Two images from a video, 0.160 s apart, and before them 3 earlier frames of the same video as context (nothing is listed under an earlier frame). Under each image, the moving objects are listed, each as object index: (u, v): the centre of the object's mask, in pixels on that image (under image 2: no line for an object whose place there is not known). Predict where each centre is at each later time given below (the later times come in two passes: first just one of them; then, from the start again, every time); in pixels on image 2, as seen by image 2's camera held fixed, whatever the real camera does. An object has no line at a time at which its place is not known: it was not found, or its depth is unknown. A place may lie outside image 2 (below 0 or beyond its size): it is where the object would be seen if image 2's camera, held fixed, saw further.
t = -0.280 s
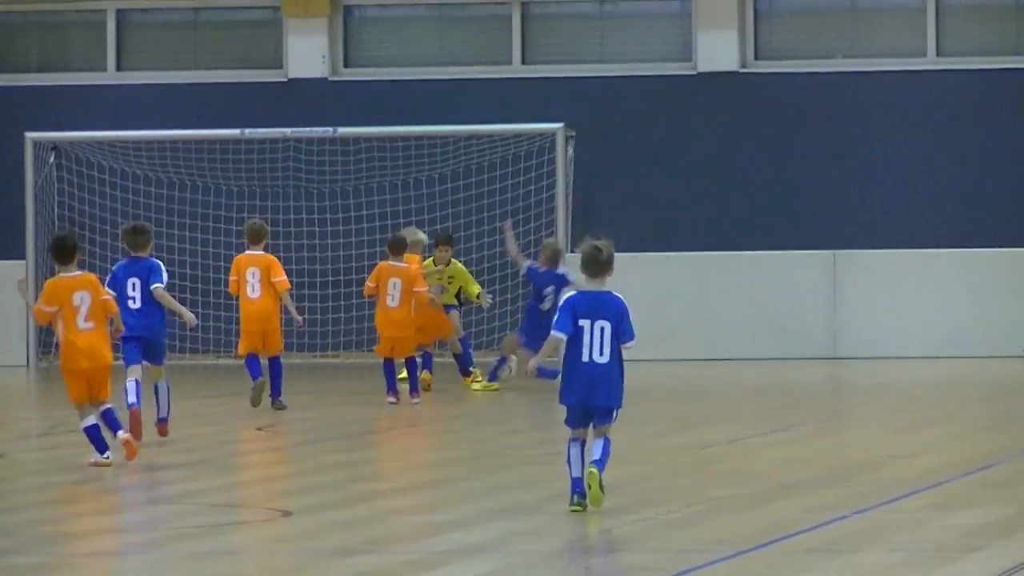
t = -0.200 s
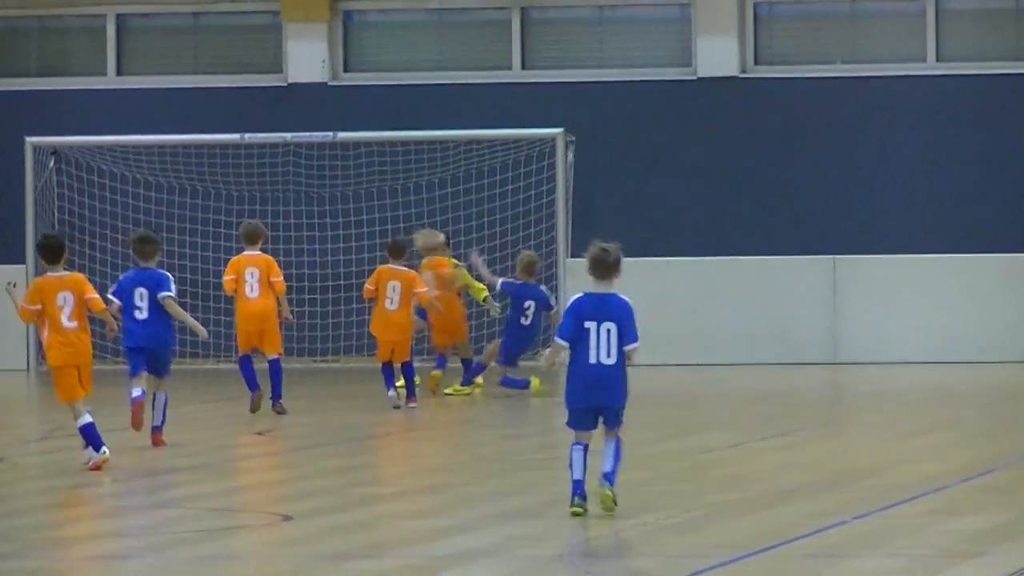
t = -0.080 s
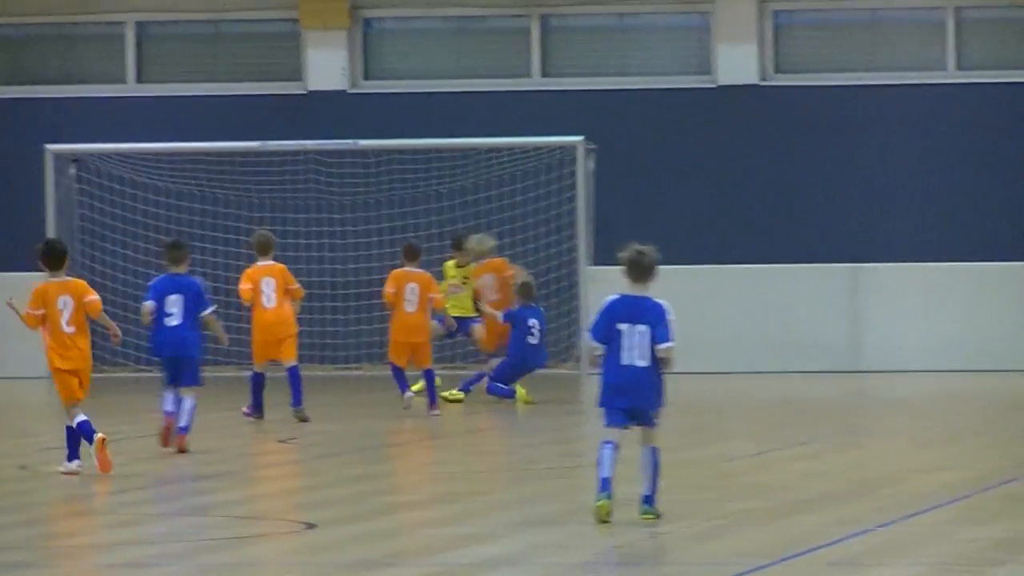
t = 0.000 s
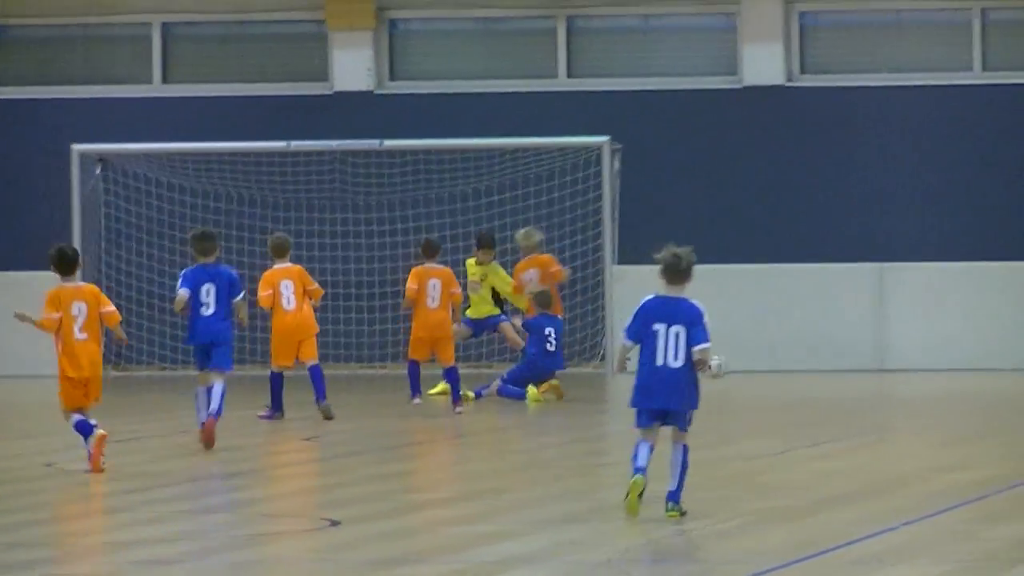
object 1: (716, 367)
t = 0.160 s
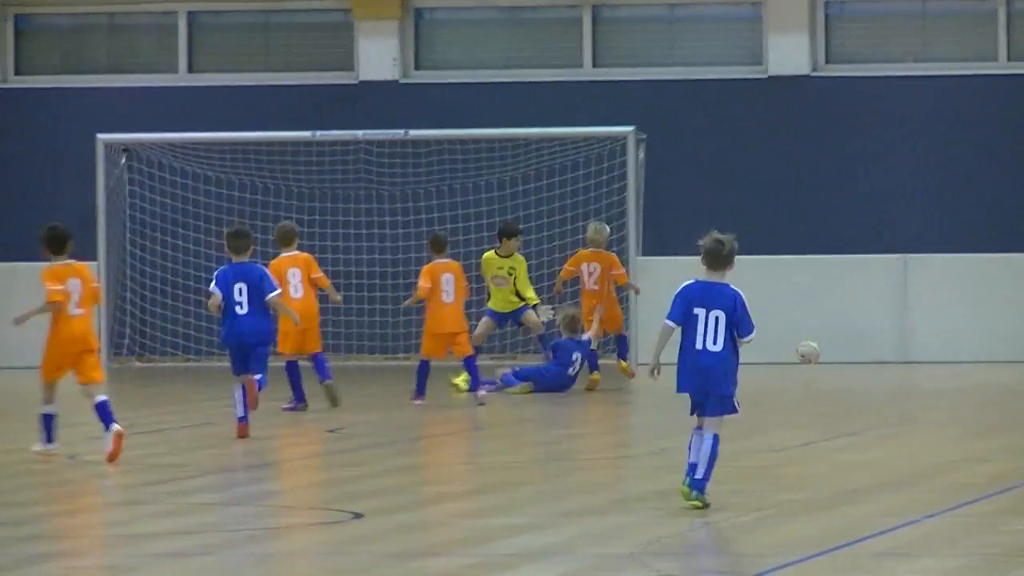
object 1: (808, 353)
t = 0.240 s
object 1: (829, 349)
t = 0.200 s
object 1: (820, 351)
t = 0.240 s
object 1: (829, 349)
